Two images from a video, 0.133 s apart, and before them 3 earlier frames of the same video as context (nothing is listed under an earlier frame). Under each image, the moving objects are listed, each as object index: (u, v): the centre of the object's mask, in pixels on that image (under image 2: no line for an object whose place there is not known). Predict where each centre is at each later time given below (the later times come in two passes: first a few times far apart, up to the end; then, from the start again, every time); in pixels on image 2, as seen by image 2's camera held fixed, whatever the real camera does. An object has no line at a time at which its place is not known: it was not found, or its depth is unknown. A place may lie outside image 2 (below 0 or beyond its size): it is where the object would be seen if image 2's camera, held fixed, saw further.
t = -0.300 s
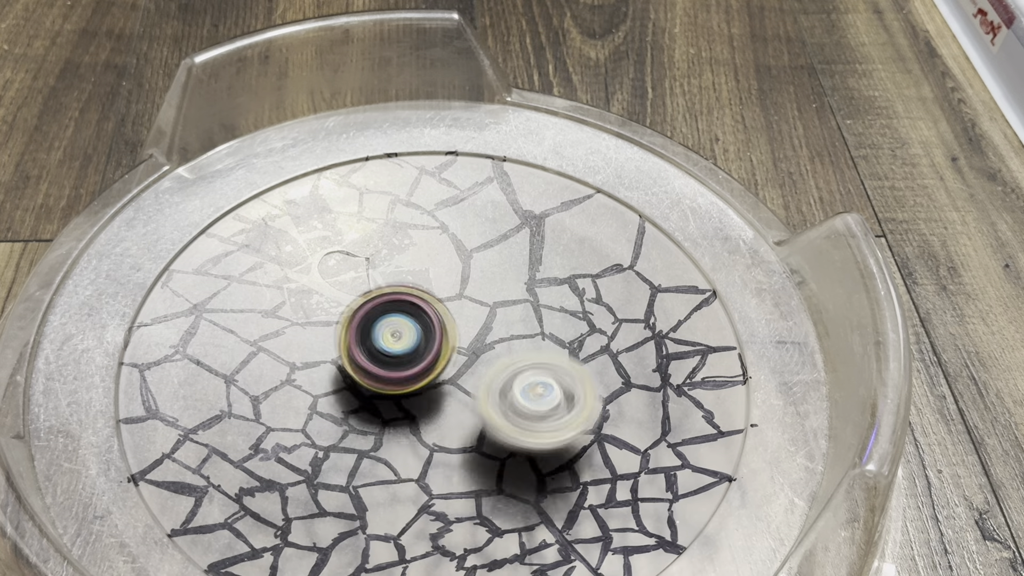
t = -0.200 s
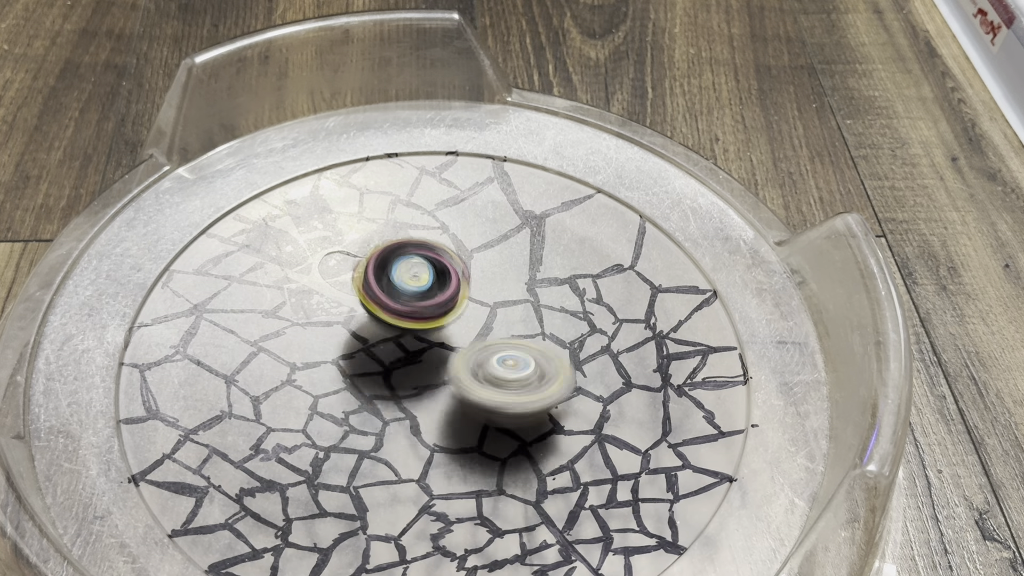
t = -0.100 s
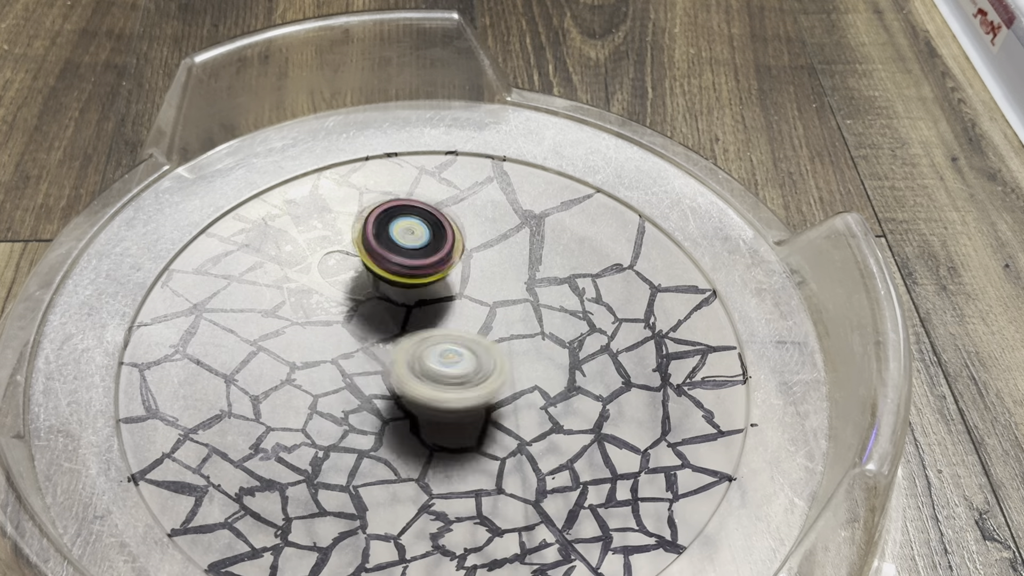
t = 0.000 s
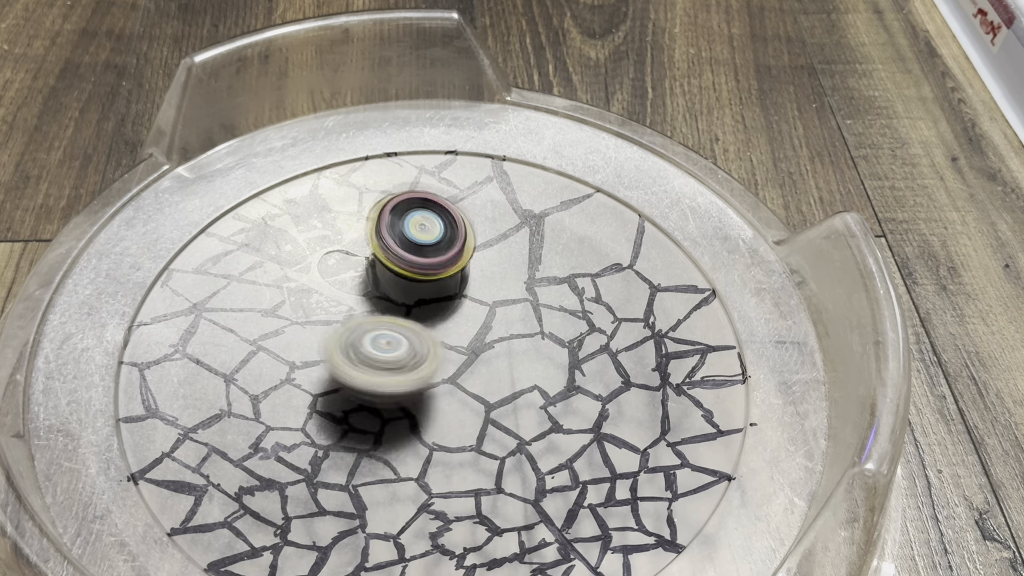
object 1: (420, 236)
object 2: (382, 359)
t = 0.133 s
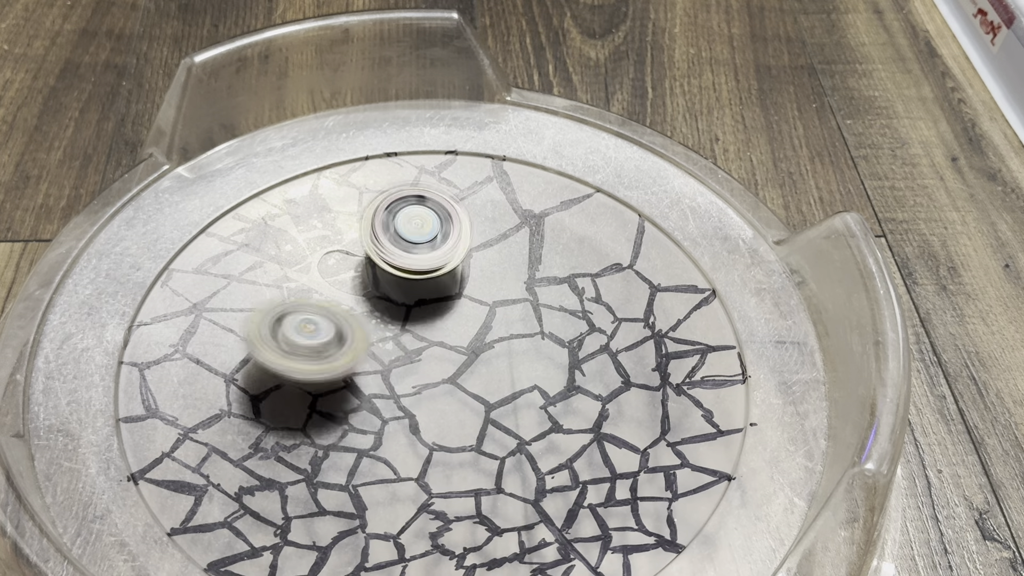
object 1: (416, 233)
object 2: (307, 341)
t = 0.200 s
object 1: (415, 233)
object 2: (268, 333)
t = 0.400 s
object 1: (420, 256)
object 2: (204, 354)
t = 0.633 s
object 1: (436, 300)
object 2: (344, 367)
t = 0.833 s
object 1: (478, 347)
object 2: (321, 395)
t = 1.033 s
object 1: (510, 372)
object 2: (323, 419)
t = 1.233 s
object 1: (506, 384)
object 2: (295, 427)
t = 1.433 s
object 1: (488, 383)
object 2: (344, 382)
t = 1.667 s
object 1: (537, 376)
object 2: (394, 317)
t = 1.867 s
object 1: (565, 398)
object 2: (444, 269)
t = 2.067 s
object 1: (578, 430)
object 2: (472, 232)
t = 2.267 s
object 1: (553, 428)
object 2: (491, 271)
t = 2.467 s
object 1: (531, 402)
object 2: (455, 326)
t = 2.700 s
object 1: (533, 373)
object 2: (391, 367)
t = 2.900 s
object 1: (549, 346)
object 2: (370, 371)
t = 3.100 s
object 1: (566, 328)
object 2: (365, 346)
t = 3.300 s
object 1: (554, 331)
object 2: (394, 344)
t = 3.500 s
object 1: (533, 331)
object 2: (412, 366)
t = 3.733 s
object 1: (504, 316)
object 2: (389, 384)
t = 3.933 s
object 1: (484, 307)
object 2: (380, 382)
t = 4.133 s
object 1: (497, 294)
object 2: (361, 376)
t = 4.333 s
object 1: (525, 297)
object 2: (323, 377)
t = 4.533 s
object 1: (514, 309)
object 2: (361, 382)
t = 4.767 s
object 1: (471, 328)
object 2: (360, 371)
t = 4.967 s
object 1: (486, 335)
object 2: (347, 368)
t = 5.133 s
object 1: (484, 330)
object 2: (353, 379)
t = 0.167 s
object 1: (416, 232)
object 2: (286, 337)
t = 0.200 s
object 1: (415, 233)
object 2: (268, 333)
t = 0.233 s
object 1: (416, 234)
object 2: (250, 333)
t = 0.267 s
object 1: (417, 236)
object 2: (237, 333)
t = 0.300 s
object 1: (417, 239)
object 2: (221, 332)
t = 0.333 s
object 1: (419, 247)
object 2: (207, 336)
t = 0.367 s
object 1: (419, 249)
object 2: (201, 345)
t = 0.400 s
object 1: (420, 256)
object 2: (204, 354)
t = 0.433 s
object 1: (421, 261)
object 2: (214, 362)
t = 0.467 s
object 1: (422, 268)
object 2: (234, 370)
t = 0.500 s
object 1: (423, 275)
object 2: (256, 374)
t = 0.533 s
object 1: (424, 282)
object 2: (282, 374)
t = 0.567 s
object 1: (425, 290)
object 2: (310, 373)
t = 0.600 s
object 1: (425, 297)
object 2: (336, 367)
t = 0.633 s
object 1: (436, 300)
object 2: (344, 367)
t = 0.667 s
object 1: (446, 304)
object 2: (352, 368)
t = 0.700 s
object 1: (460, 309)
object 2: (349, 368)
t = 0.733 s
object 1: (474, 317)
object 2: (340, 372)
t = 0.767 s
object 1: (479, 329)
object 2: (331, 378)
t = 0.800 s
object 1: (480, 339)
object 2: (326, 385)
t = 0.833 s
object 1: (478, 347)
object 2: (321, 395)
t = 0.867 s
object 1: (476, 354)
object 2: (321, 402)
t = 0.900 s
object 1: (473, 361)
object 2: (328, 408)
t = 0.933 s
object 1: (468, 368)
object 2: (339, 412)
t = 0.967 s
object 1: (468, 372)
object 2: (348, 416)
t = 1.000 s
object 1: (491, 372)
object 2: (333, 417)
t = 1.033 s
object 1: (510, 372)
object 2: (323, 419)
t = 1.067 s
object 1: (520, 377)
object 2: (317, 421)
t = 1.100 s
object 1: (525, 379)
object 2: (309, 421)
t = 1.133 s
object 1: (522, 381)
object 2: (300, 423)
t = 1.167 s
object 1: (519, 381)
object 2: (291, 426)
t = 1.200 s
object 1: (511, 384)
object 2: (292, 427)
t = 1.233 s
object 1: (506, 384)
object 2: (295, 427)
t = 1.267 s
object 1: (497, 384)
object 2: (304, 426)
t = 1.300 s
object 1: (494, 383)
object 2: (315, 421)
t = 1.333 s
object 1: (484, 383)
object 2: (323, 415)
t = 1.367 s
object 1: (478, 382)
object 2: (337, 405)
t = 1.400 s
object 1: (471, 380)
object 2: (348, 395)
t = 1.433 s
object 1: (488, 383)
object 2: (344, 382)
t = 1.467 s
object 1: (509, 387)
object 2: (342, 364)
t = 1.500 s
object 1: (518, 391)
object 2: (346, 351)
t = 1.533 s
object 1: (525, 391)
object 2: (352, 342)
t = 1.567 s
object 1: (529, 387)
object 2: (362, 335)
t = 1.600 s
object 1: (529, 384)
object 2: (373, 327)
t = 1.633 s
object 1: (533, 380)
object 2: (382, 323)
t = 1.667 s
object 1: (537, 376)
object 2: (394, 317)
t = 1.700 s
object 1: (536, 372)
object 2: (405, 313)
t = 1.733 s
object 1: (538, 367)
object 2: (419, 310)
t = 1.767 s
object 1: (540, 364)
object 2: (430, 305)
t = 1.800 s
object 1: (538, 360)
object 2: (442, 304)
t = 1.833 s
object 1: (550, 373)
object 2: (449, 294)
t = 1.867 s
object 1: (565, 398)
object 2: (444, 269)
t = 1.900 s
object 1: (573, 417)
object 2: (443, 249)
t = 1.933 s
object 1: (574, 426)
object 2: (446, 237)
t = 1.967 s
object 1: (572, 430)
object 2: (452, 233)
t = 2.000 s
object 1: (573, 428)
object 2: (458, 231)
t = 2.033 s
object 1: (575, 430)
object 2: (467, 231)
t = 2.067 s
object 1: (578, 430)
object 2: (472, 232)
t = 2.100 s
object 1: (576, 432)
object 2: (480, 237)
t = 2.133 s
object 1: (575, 432)
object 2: (487, 243)
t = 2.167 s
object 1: (569, 433)
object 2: (489, 249)
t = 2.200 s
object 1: (563, 433)
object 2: (492, 254)
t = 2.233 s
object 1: (558, 430)
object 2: (492, 264)
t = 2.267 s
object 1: (553, 428)
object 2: (491, 271)
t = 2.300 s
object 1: (549, 424)
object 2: (488, 280)
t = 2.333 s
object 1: (545, 421)
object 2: (484, 286)
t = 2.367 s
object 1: (543, 417)
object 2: (479, 296)
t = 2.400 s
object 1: (539, 414)
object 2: (473, 306)
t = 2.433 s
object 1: (534, 407)
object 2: (465, 317)
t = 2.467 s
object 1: (531, 402)
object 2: (455, 326)
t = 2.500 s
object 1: (531, 402)
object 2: (443, 337)
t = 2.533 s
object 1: (530, 397)
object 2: (435, 341)
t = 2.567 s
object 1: (529, 391)
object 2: (426, 349)
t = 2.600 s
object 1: (531, 386)
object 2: (419, 353)
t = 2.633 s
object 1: (533, 383)
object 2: (409, 356)
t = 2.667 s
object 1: (533, 379)
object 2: (400, 362)
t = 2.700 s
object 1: (533, 373)
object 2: (391, 367)
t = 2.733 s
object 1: (533, 367)
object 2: (385, 371)
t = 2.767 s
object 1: (537, 361)
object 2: (381, 373)
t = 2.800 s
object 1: (539, 356)
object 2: (376, 374)
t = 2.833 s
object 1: (544, 352)
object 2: (372, 375)
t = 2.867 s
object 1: (547, 348)
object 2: (373, 374)
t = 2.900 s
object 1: (549, 346)
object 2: (370, 371)
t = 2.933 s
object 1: (552, 342)
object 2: (364, 367)
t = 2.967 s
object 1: (553, 339)
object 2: (362, 363)
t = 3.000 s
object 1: (557, 335)
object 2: (360, 358)
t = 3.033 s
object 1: (559, 332)
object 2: (359, 351)
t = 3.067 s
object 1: (563, 330)
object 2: (363, 347)
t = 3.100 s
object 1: (566, 328)
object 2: (365, 346)
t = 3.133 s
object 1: (568, 328)
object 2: (367, 344)
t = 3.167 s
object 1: (568, 328)
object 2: (372, 342)
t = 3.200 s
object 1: (566, 328)
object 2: (379, 341)
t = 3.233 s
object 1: (563, 330)
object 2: (386, 340)
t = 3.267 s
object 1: (558, 331)
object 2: (391, 341)
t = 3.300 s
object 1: (554, 331)
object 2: (394, 344)
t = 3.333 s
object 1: (549, 332)
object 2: (395, 347)
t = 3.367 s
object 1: (546, 331)
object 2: (399, 349)
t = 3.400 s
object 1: (541, 332)
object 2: (408, 353)
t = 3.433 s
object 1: (537, 331)
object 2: (411, 359)
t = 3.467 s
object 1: (533, 332)
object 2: (415, 363)
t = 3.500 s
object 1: (533, 331)
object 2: (412, 366)
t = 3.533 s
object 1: (534, 330)
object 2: (403, 373)
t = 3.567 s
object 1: (527, 328)
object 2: (403, 373)
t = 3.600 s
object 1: (522, 325)
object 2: (398, 381)
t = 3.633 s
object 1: (517, 323)
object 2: (392, 386)
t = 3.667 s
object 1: (513, 321)
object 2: (389, 389)
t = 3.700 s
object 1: (508, 320)
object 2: (390, 384)
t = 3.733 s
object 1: (504, 316)
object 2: (389, 384)
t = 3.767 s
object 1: (501, 315)
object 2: (385, 384)
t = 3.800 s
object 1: (497, 313)
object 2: (384, 385)
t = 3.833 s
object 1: (494, 312)
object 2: (384, 385)
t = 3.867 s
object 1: (490, 309)
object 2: (383, 386)
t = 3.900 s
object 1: (488, 308)
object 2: (381, 385)
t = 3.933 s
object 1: (484, 307)
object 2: (380, 382)
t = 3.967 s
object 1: (481, 305)
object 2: (381, 381)
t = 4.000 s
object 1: (477, 304)
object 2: (380, 378)
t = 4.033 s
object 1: (474, 303)
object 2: (382, 375)
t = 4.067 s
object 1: (470, 302)
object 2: (387, 373)
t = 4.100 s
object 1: (469, 301)
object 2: (389, 373)
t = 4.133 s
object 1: (497, 294)
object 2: (361, 376)
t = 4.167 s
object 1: (518, 292)
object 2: (339, 375)
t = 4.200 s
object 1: (530, 292)
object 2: (327, 376)
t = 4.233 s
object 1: (533, 294)
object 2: (320, 377)
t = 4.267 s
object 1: (530, 296)
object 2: (317, 379)
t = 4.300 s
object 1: (527, 297)
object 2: (318, 378)
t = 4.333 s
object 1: (525, 297)
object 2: (323, 377)
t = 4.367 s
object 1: (523, 300)
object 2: (333, 379)
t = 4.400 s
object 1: (523, 301)
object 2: (340, 380)
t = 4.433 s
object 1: (521, 305)
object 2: (345, 379)
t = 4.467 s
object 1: (519, 307)
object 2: (350, 382)
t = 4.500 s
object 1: (517, 309)
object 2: (348, 380)
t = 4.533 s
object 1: (514, 309)
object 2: (361, 382)
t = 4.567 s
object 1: (512, 310)
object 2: (360, 383)
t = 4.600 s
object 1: (507, 313)
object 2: (362, 381)
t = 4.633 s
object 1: (501, 313)
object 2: (368, 376)
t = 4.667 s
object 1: (492, 315)
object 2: (371, 372)
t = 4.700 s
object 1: (480, 317)
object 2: (371, 370)
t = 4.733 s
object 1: (471, 324)
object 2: (368, 370)
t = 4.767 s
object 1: (471, 328)
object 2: (360, 371)
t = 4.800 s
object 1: (481, 329)
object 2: (348, 371)
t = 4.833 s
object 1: (485, 334)
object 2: (347, 369)
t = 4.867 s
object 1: (493, 337)
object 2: (347, 368)
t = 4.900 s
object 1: (496, 337)
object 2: (346, 367)
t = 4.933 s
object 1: (491, 337)
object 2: (346, 367)
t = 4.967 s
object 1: (486, 335)
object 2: (347, 368)
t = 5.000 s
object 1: (486, 334)
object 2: (347, 369)
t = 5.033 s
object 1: (486, 332)
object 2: (348, 370)
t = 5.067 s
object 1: (482, 330)
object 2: (349, 374)
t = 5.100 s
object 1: (482, 330)
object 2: (351, 377)
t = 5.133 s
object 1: (484, 330)
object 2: (353, 379)
